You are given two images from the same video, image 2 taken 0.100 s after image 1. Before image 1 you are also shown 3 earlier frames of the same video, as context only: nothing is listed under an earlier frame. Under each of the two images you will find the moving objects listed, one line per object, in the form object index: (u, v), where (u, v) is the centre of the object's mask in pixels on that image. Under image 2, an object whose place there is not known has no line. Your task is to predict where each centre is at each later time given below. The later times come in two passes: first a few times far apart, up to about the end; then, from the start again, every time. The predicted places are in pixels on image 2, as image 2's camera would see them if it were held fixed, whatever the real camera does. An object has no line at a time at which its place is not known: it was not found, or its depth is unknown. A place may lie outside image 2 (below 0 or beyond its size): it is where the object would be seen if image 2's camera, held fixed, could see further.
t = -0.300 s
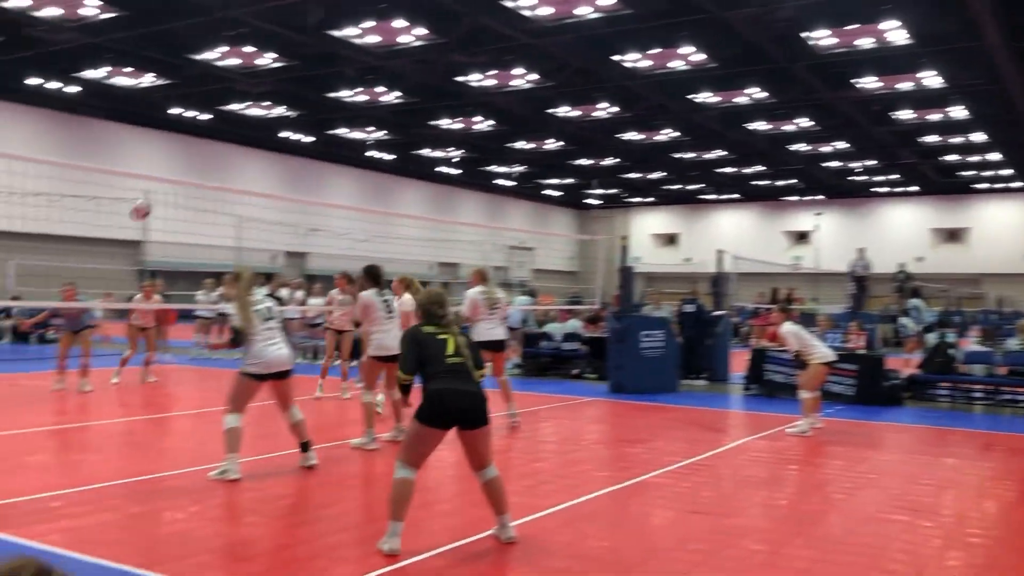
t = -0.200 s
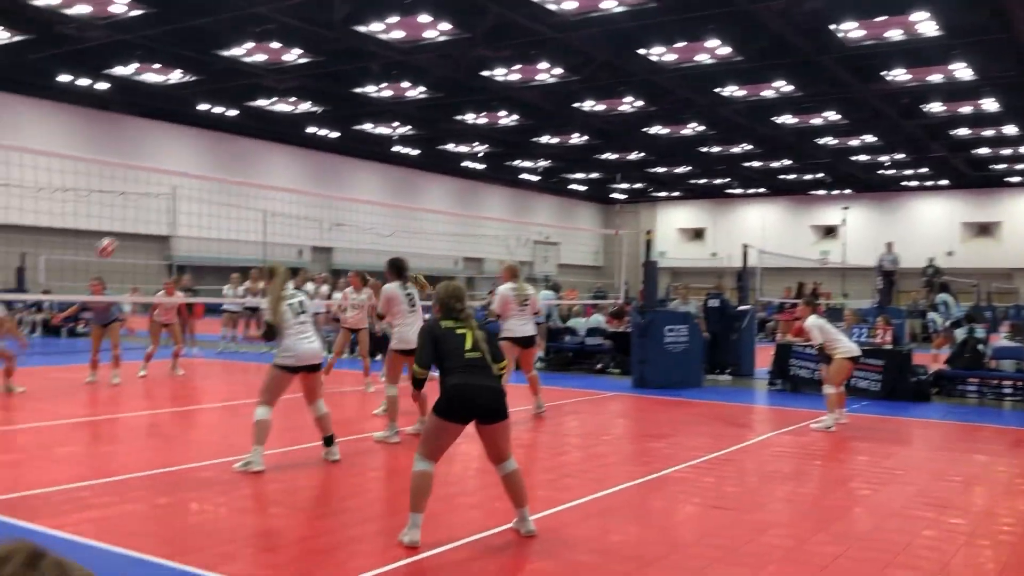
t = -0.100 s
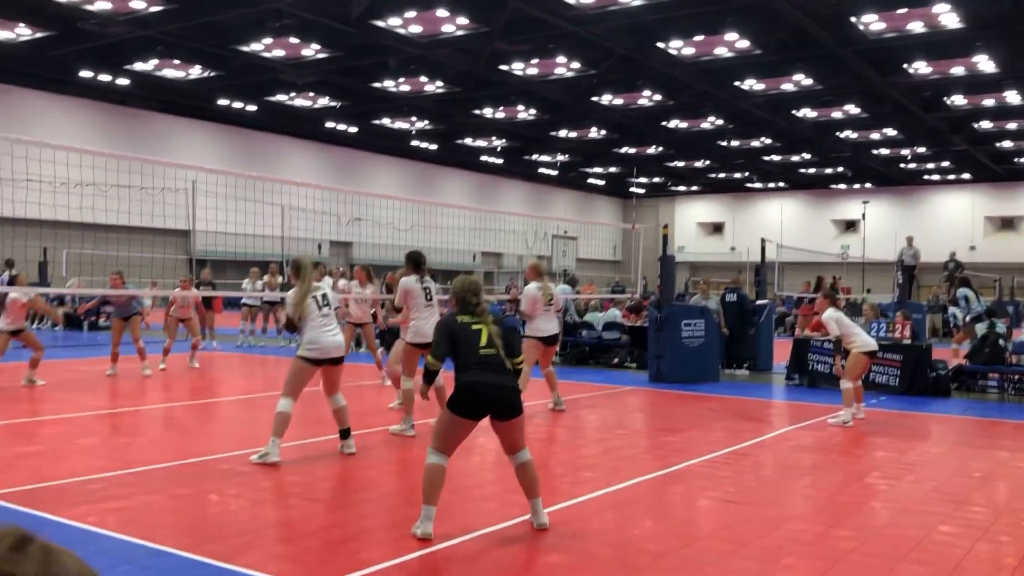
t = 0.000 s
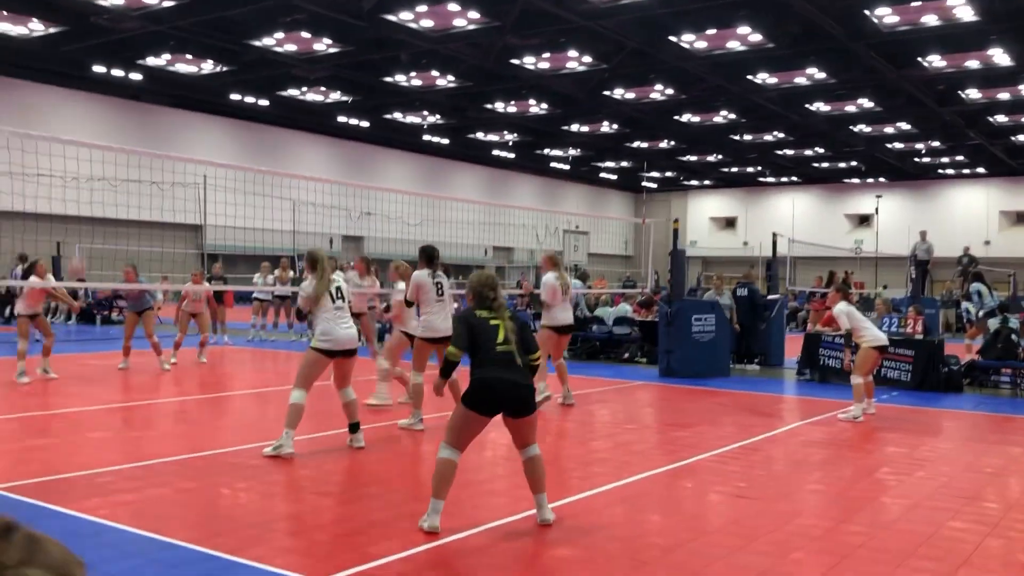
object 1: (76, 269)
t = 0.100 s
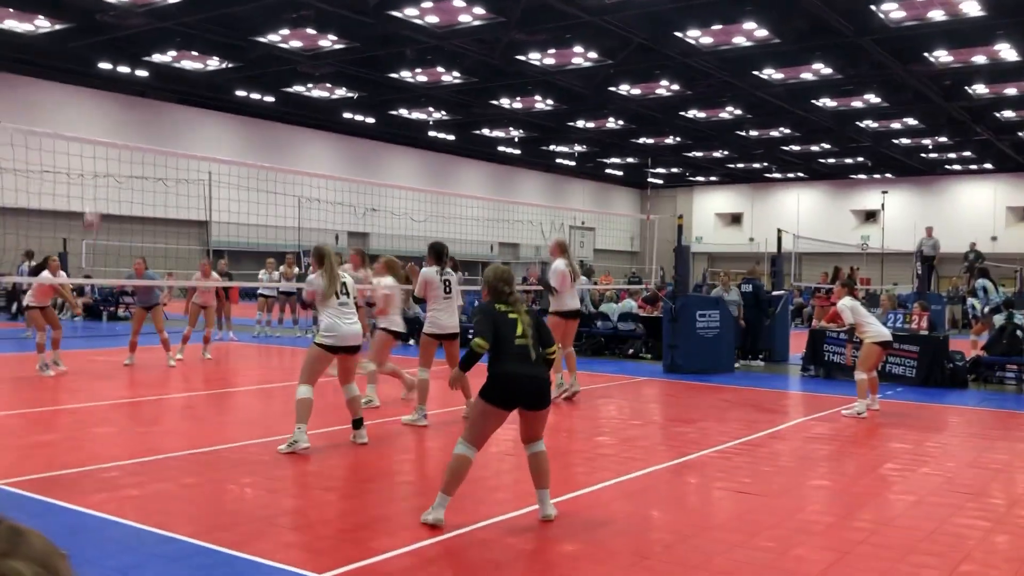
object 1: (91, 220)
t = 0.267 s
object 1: (107, 159)
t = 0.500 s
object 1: (128, 102)
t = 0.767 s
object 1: (154, 98)
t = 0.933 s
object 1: (173, 133)
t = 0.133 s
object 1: (95, 207)
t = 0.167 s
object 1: (97, 194)
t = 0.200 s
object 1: (100, 181)
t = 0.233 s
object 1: (103, 170)
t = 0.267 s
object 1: (107, 159)
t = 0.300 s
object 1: (109, 152)
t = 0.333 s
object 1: (113, 136)
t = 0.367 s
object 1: (115, 129)
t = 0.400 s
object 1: (118, 121)
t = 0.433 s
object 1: (122, 114)
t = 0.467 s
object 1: (125, 108)
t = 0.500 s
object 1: (128, 102)
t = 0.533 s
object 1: (131, 98)
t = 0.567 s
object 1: (135, 95)
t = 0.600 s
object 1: (138, 93)
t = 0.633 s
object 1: (141, 92)
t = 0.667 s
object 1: (144, 92)
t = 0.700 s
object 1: (147, 93)
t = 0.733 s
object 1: (151, 94)
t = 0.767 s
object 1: (154, 98)
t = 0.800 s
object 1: (159, 102)
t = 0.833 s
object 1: (161, 108)
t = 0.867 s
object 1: (166, 115)
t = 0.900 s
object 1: (170, 123)
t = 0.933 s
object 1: (173, 133)
